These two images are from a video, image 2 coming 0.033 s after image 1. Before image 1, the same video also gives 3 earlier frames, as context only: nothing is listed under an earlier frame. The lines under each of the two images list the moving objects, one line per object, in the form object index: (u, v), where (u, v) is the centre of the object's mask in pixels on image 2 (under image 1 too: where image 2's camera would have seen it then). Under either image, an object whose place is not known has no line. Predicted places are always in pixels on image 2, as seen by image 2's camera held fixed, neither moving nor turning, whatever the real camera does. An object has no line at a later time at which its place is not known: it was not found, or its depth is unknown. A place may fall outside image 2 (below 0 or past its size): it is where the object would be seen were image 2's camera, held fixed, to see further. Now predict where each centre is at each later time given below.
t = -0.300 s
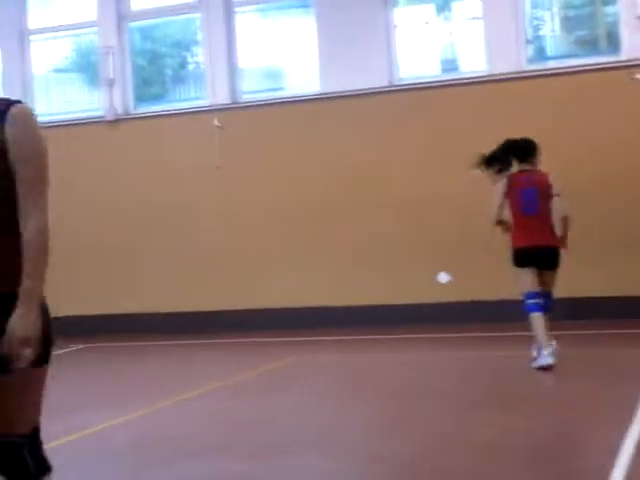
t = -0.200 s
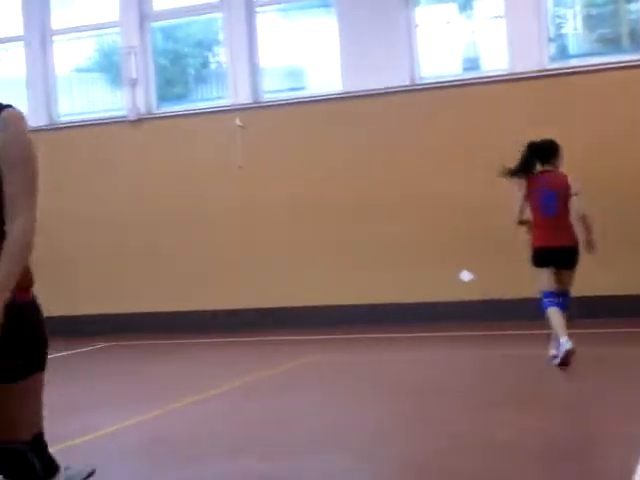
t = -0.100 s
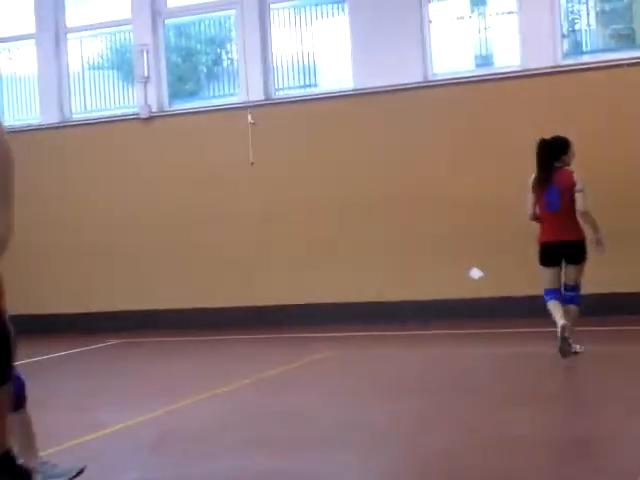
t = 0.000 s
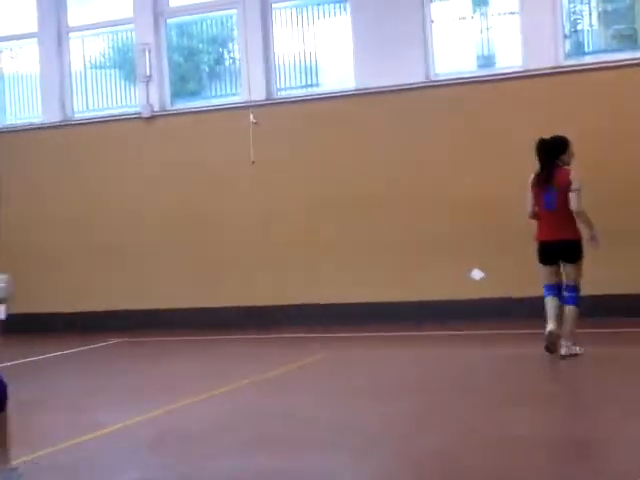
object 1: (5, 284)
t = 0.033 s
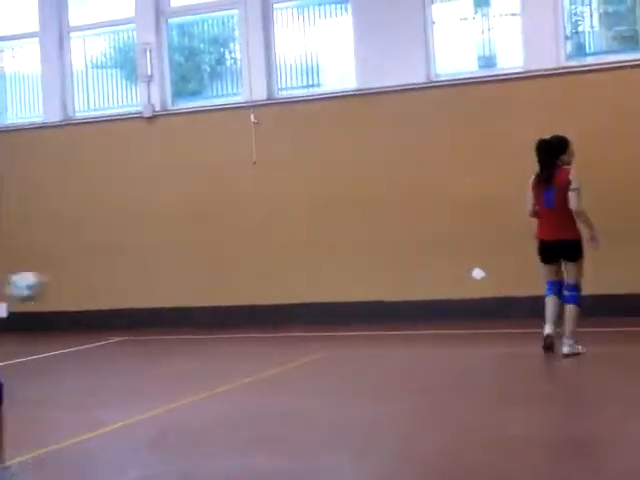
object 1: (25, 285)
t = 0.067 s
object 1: (53, 286)
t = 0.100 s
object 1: (84, 287)
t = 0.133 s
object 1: (118, 290)
